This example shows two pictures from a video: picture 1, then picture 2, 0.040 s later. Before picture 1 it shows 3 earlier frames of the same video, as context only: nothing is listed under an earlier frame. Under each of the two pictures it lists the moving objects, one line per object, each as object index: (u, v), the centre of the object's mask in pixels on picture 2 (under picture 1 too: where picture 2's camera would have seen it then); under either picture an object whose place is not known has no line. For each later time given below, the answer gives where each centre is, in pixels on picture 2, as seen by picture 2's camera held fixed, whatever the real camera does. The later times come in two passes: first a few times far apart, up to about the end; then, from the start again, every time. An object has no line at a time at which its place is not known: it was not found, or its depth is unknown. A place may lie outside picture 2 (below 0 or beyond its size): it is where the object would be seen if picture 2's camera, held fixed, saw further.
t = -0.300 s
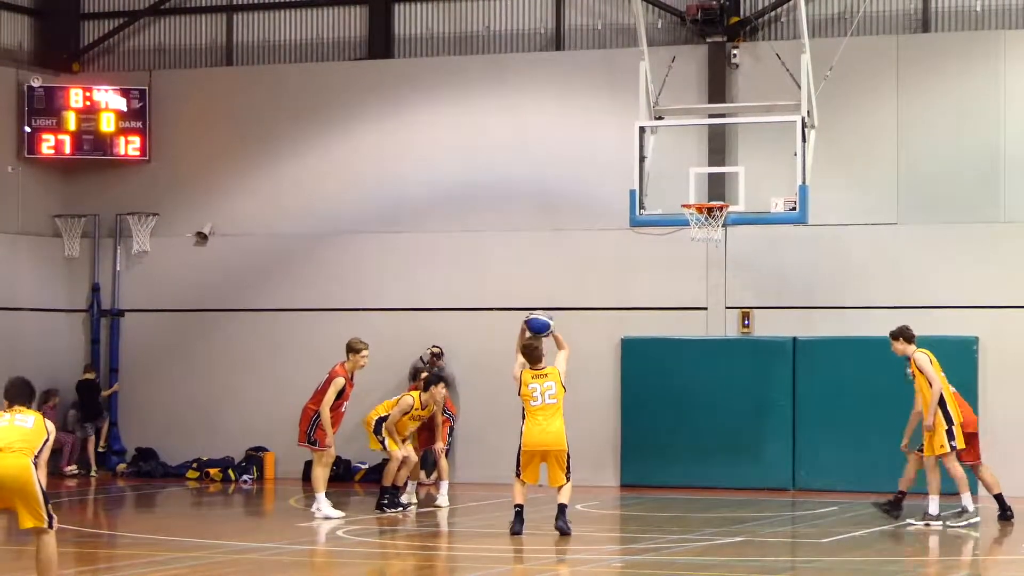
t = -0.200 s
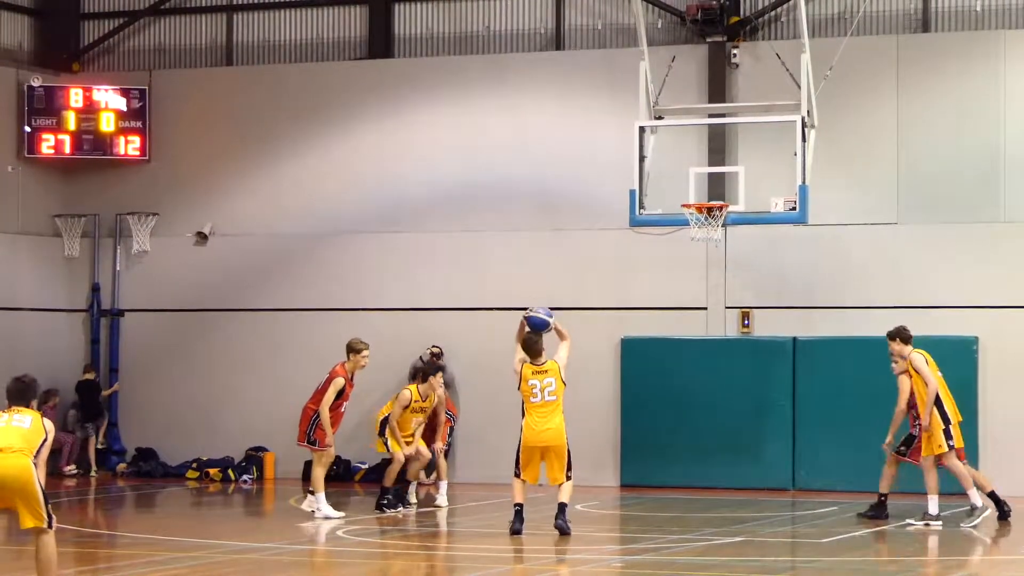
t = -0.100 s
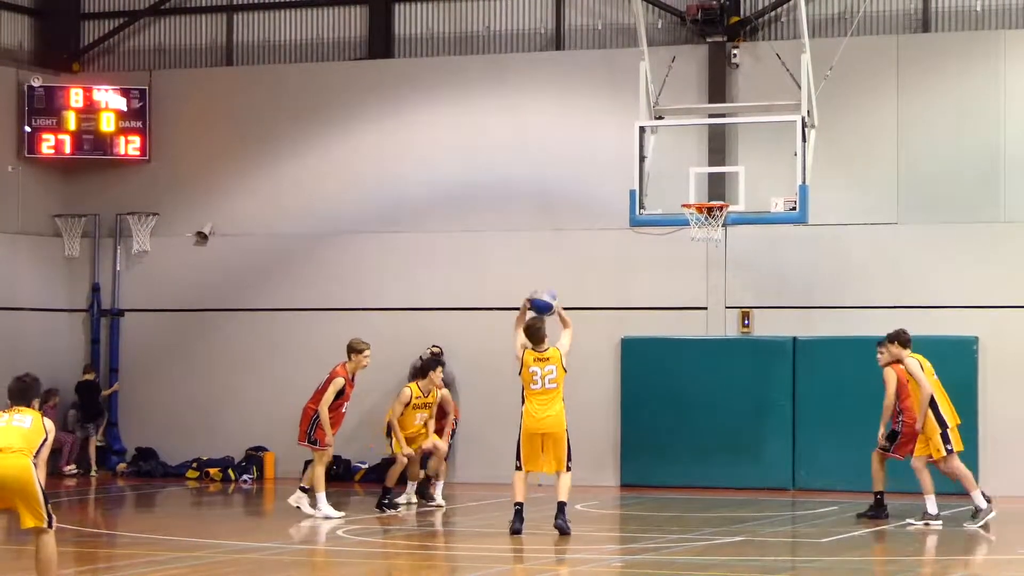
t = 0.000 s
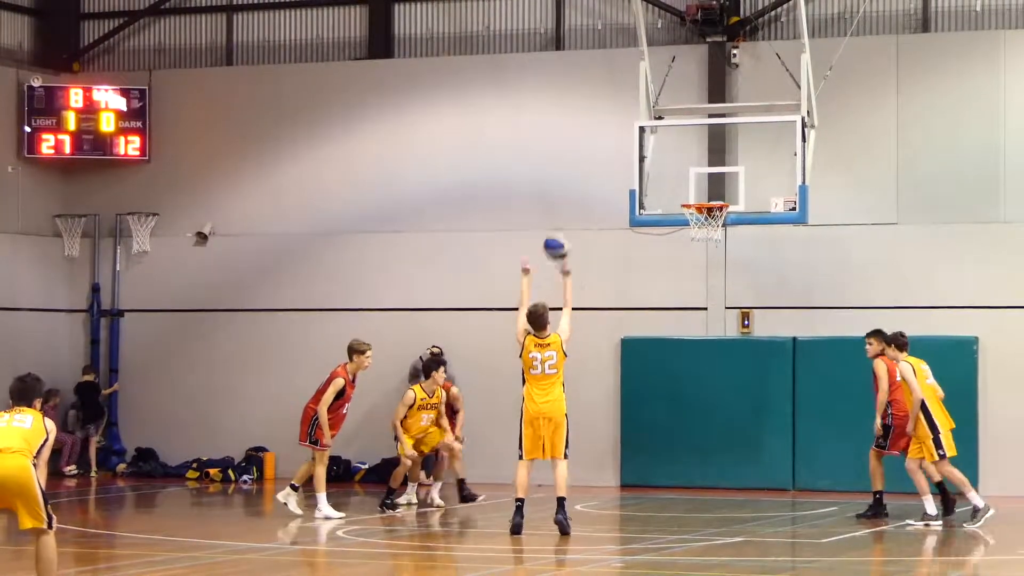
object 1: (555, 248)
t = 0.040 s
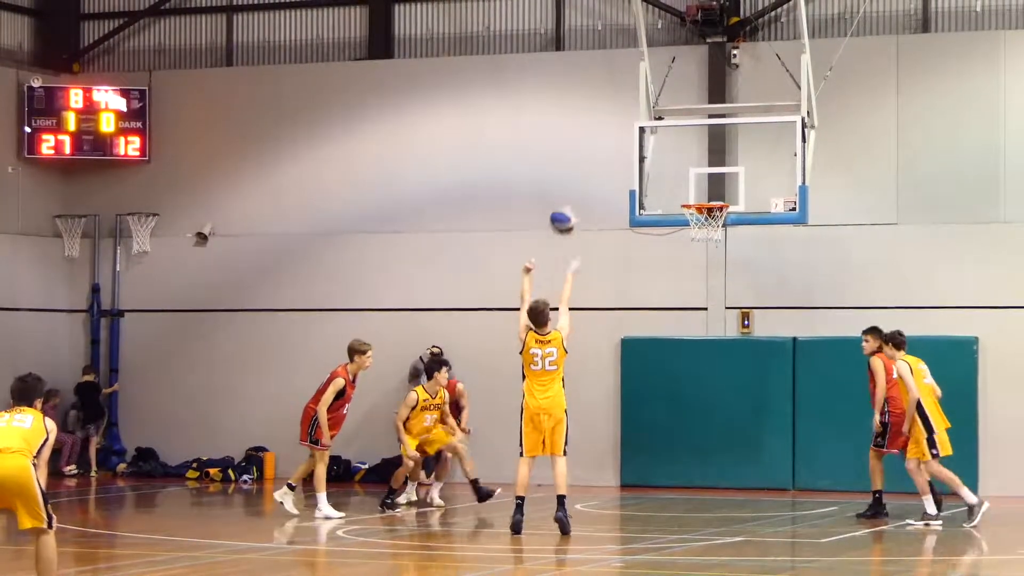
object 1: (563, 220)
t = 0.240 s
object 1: (593, 122)
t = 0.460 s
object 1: (624, 70)
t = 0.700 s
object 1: (654, 73)
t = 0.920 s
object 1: (678, 127)
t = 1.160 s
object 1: (711, 177)
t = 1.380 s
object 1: (759, 132)
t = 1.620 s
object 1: (812, 133)
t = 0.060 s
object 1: (566, 208)
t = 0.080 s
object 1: (569, 197)
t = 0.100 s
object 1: (572, 186)
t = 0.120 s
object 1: (575, 176)
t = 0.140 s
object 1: (578, 166)
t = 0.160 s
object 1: (581, 156)
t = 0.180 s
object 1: (584, 147)
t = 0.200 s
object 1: (587, 138)
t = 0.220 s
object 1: (591, 130)
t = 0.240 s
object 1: (593, 122)
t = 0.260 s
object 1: (597, 114)
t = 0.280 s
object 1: (600, 108)
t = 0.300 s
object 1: (603, 102)
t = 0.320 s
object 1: (606, 97)
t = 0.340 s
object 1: (609, 91)
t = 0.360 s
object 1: (611, 87)
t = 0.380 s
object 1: (614, 83)
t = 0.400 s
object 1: (617, 79)
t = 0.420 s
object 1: (620, 76)
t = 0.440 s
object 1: (622, 73)
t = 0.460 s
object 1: (624, 70)
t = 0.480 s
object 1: (627, 68)
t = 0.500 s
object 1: (628, 66)
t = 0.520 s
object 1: (631, 65)
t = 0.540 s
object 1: (634, 64)
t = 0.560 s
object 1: (637, 64)
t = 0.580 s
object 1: (640, 64)
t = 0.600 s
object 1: (642, 65)
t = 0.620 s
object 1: (645, 66)
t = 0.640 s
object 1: (647, 67)
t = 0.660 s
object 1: (649, 69)
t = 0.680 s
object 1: (651, 73)
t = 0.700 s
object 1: (654, 73)
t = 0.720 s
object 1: (656, 77)
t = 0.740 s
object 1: (659, 81)
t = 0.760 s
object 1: (660, 84)
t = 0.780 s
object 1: (663, 88)
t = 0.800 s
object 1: (665, 92)
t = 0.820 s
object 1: (668, 97)
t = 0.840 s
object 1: (669, 102)
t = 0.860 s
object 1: (672, 107)
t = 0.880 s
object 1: (674, 114)
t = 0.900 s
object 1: (676, 120)
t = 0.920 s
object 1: (678, 127)
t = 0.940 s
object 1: (680, 134)
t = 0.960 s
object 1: (682, 141)
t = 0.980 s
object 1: (684, 148)
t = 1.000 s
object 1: (687, 157)
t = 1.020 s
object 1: (688, 165)
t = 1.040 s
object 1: (690, 173)
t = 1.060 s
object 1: (693, 182)
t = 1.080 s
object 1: (695, 190)
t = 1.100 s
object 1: (697, 195)
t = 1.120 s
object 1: (703, 190)
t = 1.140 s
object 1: (706, 184)
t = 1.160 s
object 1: (711, 177)
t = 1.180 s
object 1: (715, 170)
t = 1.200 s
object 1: (719, 164)
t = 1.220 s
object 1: (724, 159)
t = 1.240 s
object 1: (727, 154)
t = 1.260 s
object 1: (733, 150)
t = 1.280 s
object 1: (738, 147)
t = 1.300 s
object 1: (742, 143)
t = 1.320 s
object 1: (746, 139)
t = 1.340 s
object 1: (750, 137)
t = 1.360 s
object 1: (754, 134)
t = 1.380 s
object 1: (759, 132)
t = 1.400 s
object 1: (763, 130)
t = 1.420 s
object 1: (767, 128)
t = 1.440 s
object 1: (772, 127)
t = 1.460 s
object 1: (777, 127)
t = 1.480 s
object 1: (781, 126)
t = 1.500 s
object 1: (785, 126)
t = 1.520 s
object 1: (790, 126)
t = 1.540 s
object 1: (794, 127)
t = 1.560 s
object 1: (799, 128)
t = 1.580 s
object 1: (803, 130)
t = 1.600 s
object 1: (808, 132)
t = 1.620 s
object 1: (812, 133)
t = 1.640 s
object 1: (817, 136)
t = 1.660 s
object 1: (821, 139)
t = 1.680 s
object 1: (826, 143)
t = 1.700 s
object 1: (831, 148)
